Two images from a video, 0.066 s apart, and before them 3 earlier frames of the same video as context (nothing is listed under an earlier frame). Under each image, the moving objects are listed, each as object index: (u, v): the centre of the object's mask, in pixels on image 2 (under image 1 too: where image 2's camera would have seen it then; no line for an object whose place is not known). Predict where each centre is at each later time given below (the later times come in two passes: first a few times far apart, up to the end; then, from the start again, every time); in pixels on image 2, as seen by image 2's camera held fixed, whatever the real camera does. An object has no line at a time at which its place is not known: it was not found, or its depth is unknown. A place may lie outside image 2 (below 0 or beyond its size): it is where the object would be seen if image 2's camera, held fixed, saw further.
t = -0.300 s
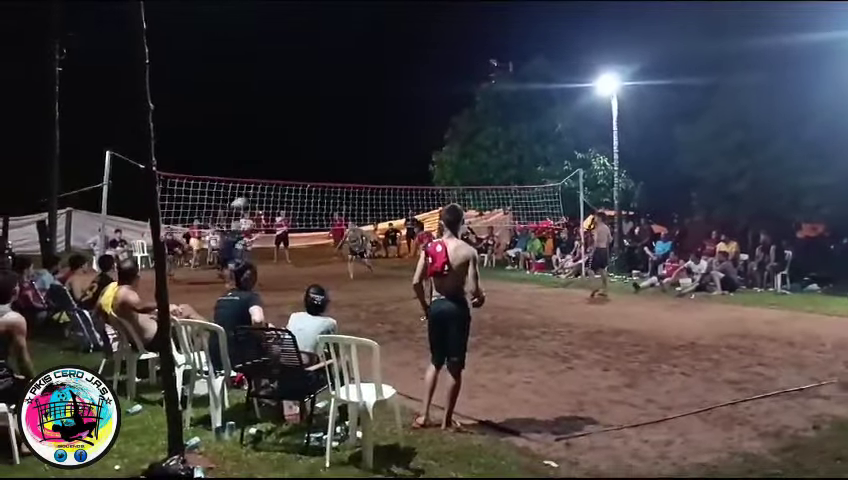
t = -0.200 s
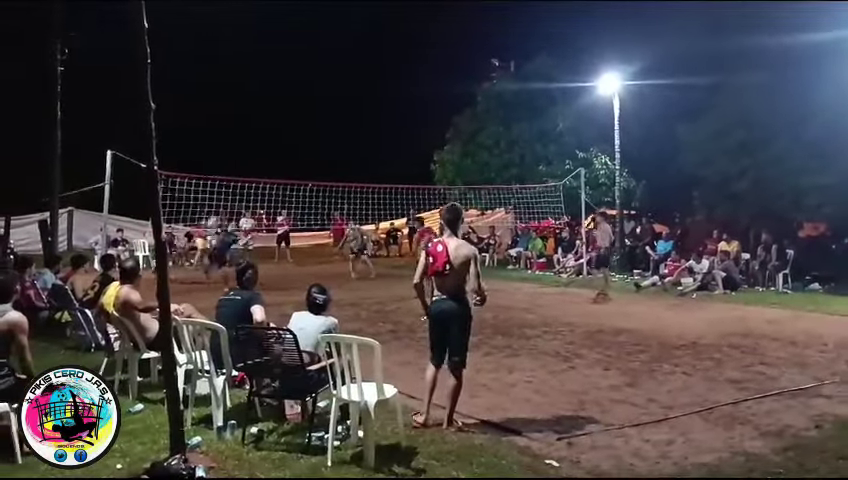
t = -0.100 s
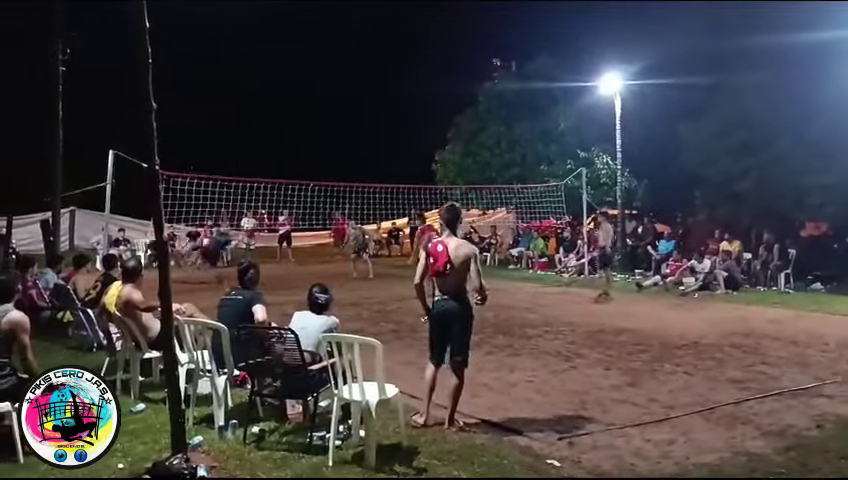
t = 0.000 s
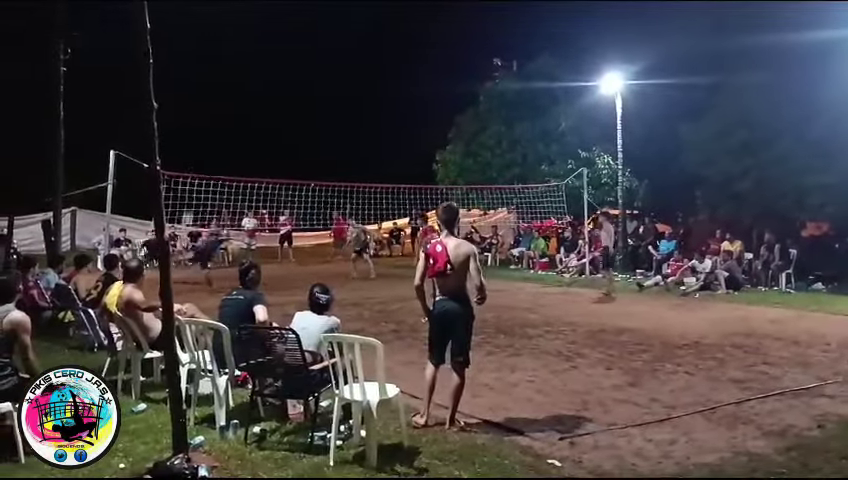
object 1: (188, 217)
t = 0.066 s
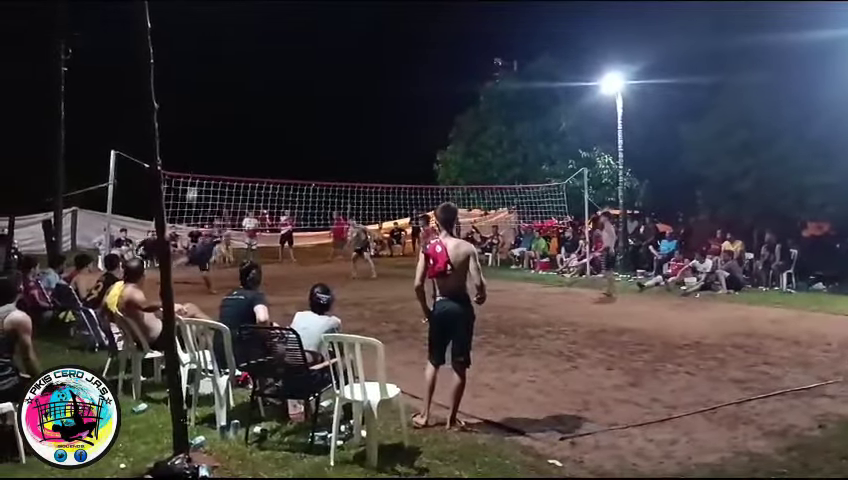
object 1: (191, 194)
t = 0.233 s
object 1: (201, 144)
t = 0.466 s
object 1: (214, 99)
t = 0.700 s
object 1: (226, 81)
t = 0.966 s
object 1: (239, 90)
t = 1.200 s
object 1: (249, 121)
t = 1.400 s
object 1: (257, 161)
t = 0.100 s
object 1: (193, 183)
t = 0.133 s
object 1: (196, 171)
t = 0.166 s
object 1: (198, 162)
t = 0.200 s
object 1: (200, 152)
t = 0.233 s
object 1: (201, 144)
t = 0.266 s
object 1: (204, 135)
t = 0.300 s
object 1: (205, 128)
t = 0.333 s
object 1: (207, 121)
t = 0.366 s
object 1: (209, 115)
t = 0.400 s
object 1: (211, 109)
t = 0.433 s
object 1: (213, 104)
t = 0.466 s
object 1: (214, 99)
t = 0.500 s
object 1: (217, 95)
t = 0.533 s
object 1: (218, 91)
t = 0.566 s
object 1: (220, 88)
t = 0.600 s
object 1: (222, 86)
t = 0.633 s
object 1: (224, 84)
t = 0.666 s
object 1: (224, 82)
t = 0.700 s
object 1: (226, 81)
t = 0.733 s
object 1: (228, 81)
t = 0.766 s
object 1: (230, 81)
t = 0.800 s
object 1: (232, 81)
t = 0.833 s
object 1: (233, 82)
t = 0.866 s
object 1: (235, 83)
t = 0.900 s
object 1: (236, 85)
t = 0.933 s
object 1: (238, 87)
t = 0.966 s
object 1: (239, 90)
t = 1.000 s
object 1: (241, 93)
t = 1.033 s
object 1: (242, 96)
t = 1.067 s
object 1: (243, 100)
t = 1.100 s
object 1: (245, 105)
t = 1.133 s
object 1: (246, 109)
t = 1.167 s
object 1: (248, 115)
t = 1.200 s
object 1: (249, 121)
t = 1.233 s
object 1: (251, 126)
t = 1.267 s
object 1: (252, 133)
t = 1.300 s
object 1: (254, 140)
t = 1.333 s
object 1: (255, 147)
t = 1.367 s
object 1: (256, 154)
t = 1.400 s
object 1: (257, 161)
